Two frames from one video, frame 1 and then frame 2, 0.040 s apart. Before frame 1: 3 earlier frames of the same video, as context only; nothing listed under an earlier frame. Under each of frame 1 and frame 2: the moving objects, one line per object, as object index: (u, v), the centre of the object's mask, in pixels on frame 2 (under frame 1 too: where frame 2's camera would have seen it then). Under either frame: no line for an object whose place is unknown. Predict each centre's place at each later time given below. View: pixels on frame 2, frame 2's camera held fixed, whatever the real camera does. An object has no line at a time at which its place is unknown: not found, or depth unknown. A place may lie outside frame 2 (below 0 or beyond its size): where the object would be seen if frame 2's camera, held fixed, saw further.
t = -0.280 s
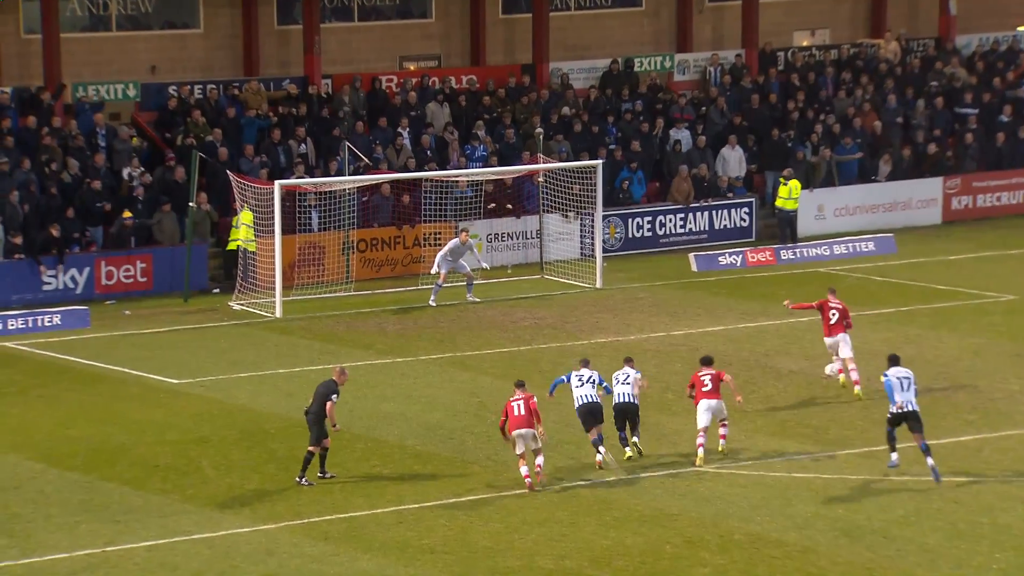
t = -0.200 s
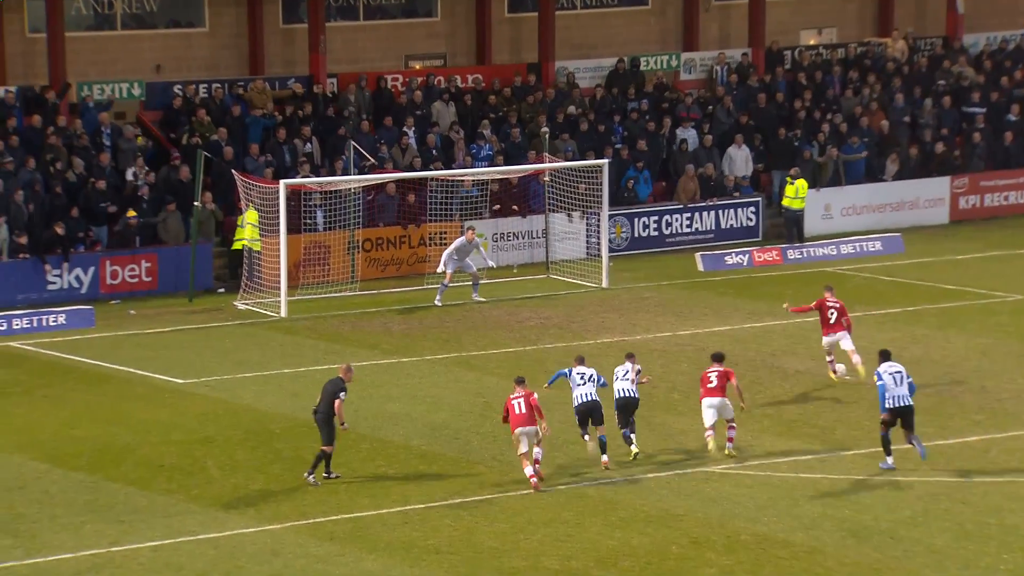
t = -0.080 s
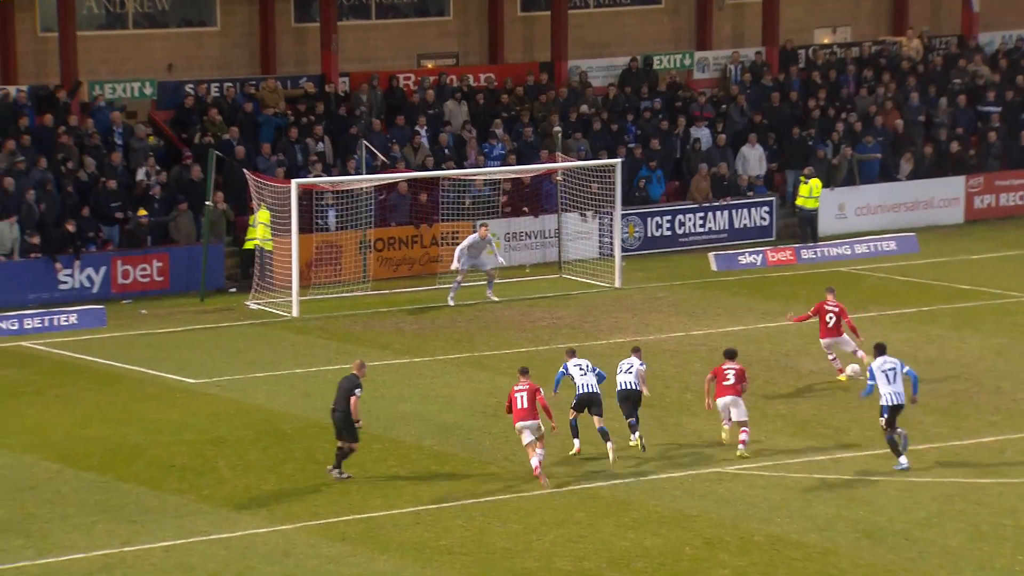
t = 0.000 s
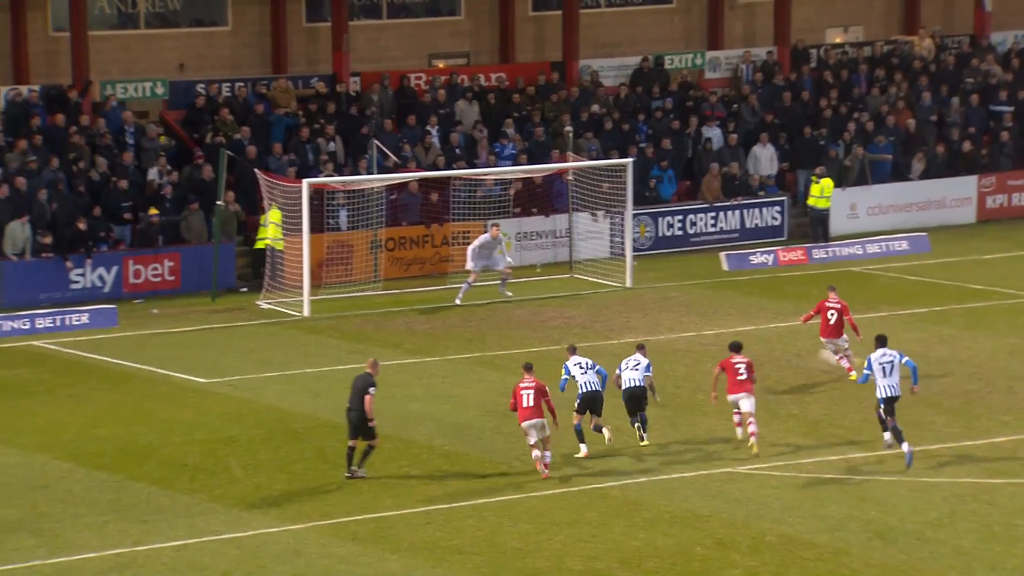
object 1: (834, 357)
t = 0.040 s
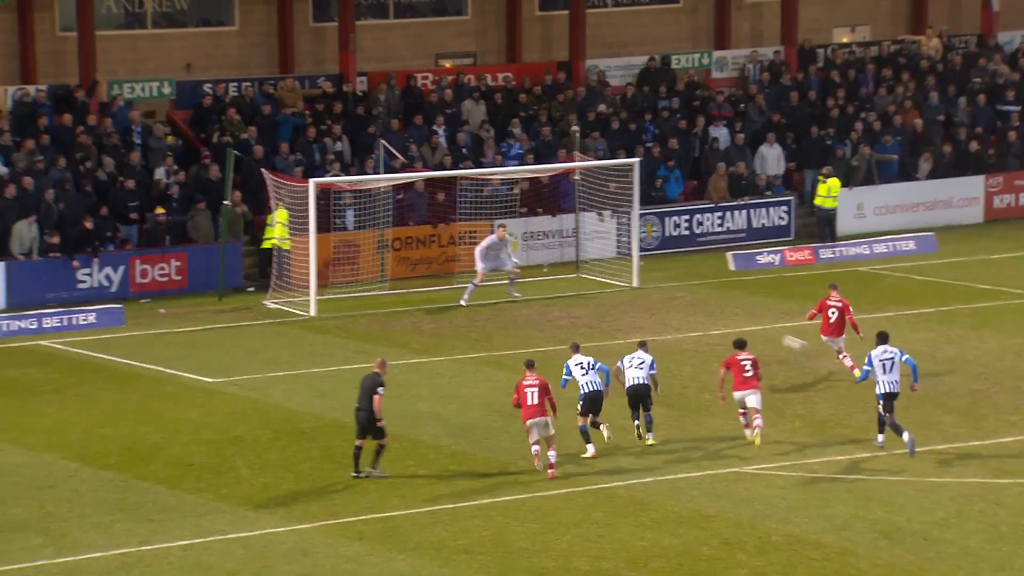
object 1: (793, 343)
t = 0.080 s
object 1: (750, 330)
